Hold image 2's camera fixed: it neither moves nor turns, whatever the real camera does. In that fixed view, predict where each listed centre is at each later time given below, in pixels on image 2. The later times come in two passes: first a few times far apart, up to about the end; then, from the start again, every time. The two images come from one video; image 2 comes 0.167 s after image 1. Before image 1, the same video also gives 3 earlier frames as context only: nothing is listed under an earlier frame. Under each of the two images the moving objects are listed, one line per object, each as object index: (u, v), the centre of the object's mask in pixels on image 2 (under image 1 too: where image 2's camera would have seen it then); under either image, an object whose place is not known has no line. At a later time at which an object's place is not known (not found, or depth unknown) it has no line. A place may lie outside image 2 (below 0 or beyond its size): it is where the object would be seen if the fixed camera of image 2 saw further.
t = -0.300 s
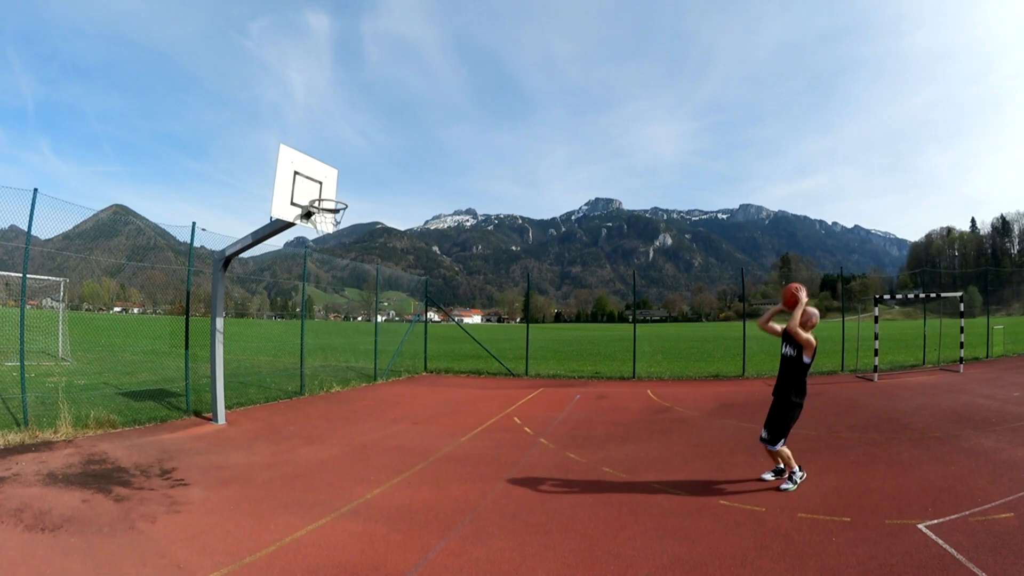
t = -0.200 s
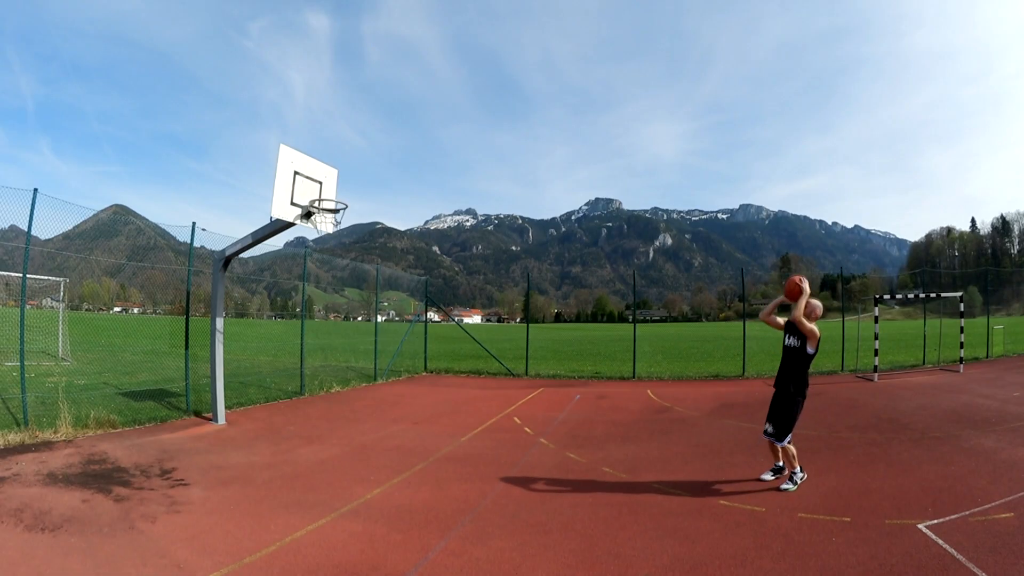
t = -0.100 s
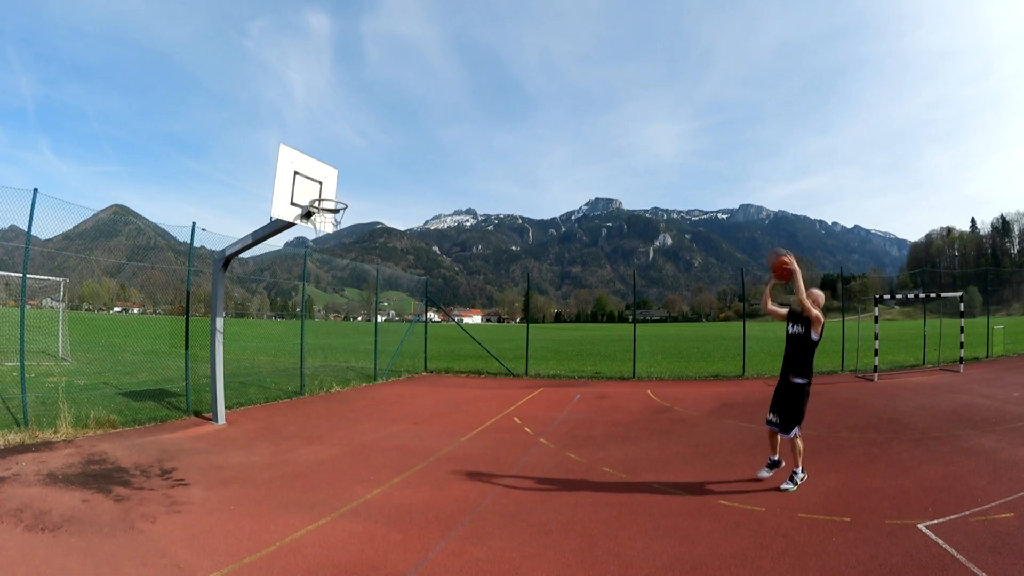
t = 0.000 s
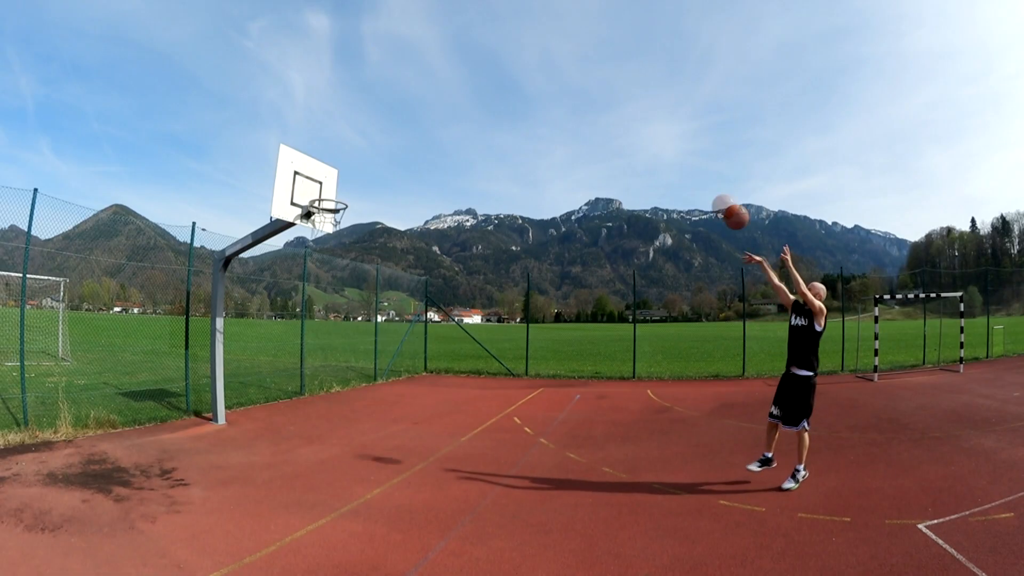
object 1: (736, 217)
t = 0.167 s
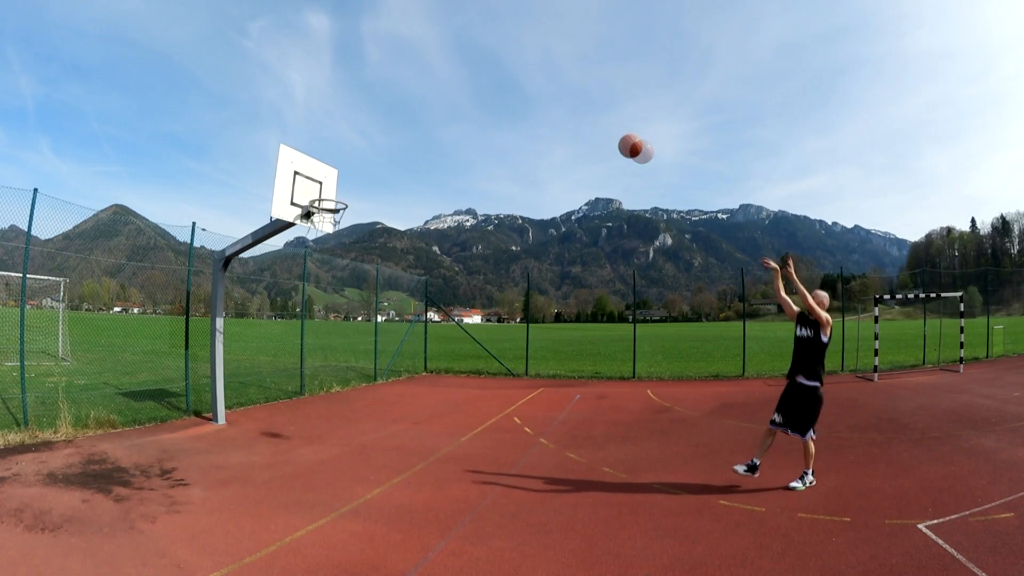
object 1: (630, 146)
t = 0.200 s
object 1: (619, 141)
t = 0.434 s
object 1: (495, 115)
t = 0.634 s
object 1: (410, 134)
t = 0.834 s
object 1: (336, 183)
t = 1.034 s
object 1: (356, 162)
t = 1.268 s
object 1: (422, 132)
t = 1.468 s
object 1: (481, 141)
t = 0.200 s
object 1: (619, 141)
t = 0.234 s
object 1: (597, 132)
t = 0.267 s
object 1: (576, 125)
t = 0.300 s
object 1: (564, 122)
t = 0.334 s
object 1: (544, 118)
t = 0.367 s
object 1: (525, 115)
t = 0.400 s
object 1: (514, 115)
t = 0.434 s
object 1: (495, 115)
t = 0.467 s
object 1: (478, 116)
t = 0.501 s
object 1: (468, 117)
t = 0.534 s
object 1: (451, 120)
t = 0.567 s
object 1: (438, 123)
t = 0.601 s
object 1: (425, 128)
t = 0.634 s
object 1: (410, 134)
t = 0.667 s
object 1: (396, 140)
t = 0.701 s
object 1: (386, 146)
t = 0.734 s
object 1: (372, 155)
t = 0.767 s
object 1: (361, 162)
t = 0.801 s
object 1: (350, 171)
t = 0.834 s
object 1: (336, 183)
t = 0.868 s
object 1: (323, 195)
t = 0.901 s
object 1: (320, 198)
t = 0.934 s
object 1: (330, 187)
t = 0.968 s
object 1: (340, 176)
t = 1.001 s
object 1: (349, 168)
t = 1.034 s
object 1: (356, 162)
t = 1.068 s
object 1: (366, 154)
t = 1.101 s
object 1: (376, 148)
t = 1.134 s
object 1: (383, 144)
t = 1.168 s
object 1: (394, 139)
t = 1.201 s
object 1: (403, 136)
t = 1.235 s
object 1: (411, 134)
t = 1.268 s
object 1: (422, 132)
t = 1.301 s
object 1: (432, 130)
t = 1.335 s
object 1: (439, 131)
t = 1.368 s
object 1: (451, 132)
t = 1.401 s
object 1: (461, 133)
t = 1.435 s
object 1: (469, 136)
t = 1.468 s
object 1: (481, 141)
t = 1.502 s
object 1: (490, 145)
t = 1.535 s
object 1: (499, 151)
